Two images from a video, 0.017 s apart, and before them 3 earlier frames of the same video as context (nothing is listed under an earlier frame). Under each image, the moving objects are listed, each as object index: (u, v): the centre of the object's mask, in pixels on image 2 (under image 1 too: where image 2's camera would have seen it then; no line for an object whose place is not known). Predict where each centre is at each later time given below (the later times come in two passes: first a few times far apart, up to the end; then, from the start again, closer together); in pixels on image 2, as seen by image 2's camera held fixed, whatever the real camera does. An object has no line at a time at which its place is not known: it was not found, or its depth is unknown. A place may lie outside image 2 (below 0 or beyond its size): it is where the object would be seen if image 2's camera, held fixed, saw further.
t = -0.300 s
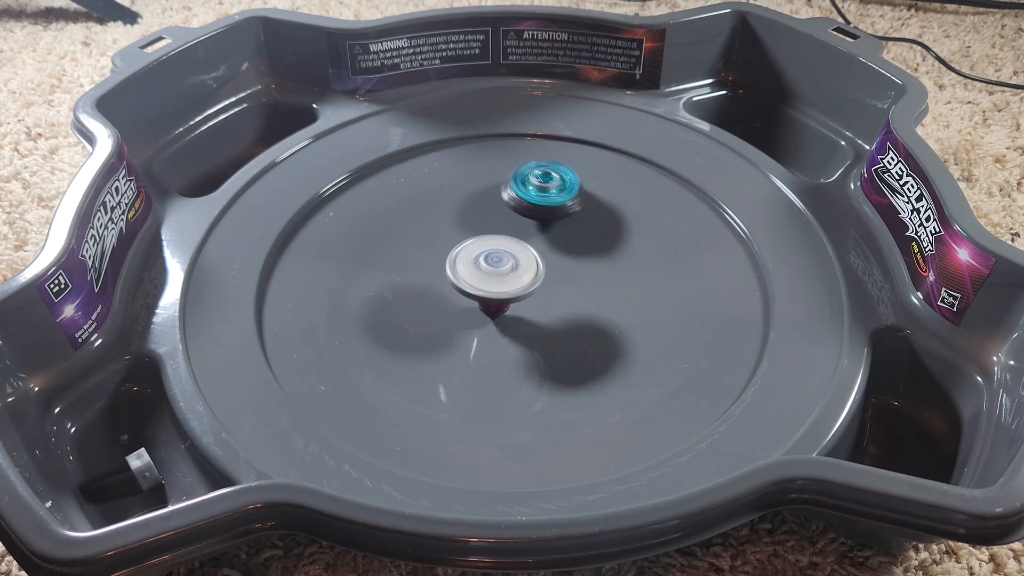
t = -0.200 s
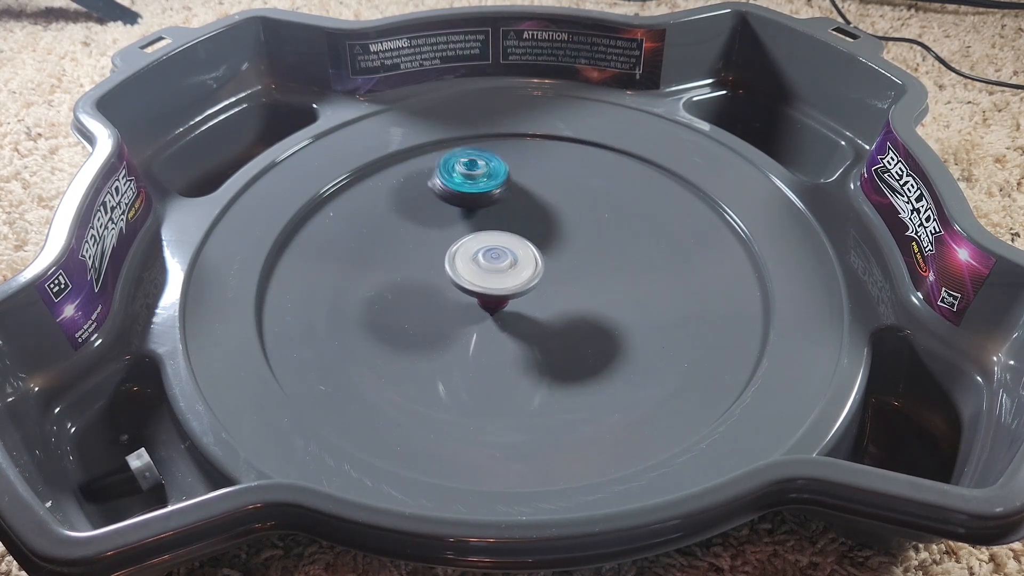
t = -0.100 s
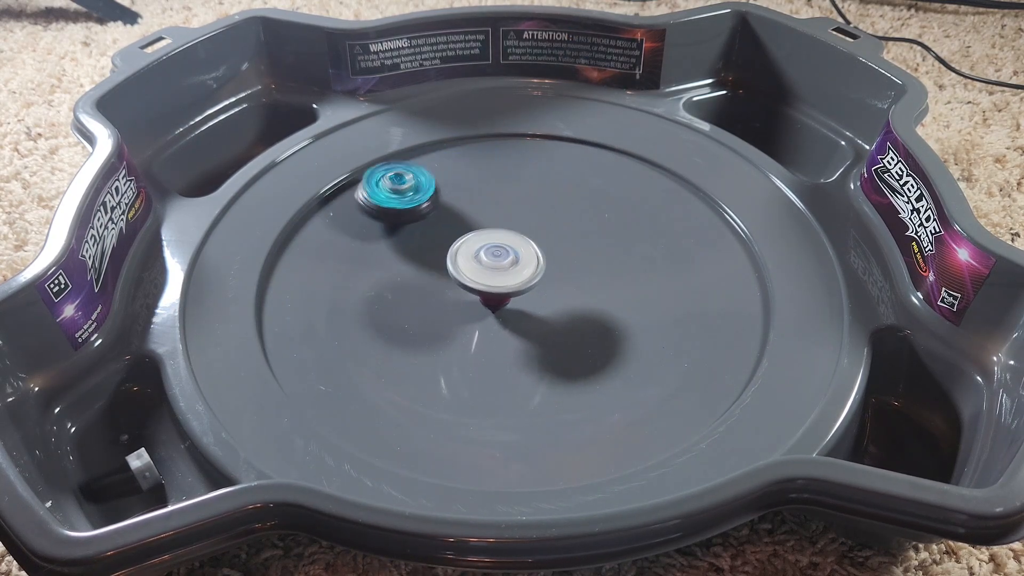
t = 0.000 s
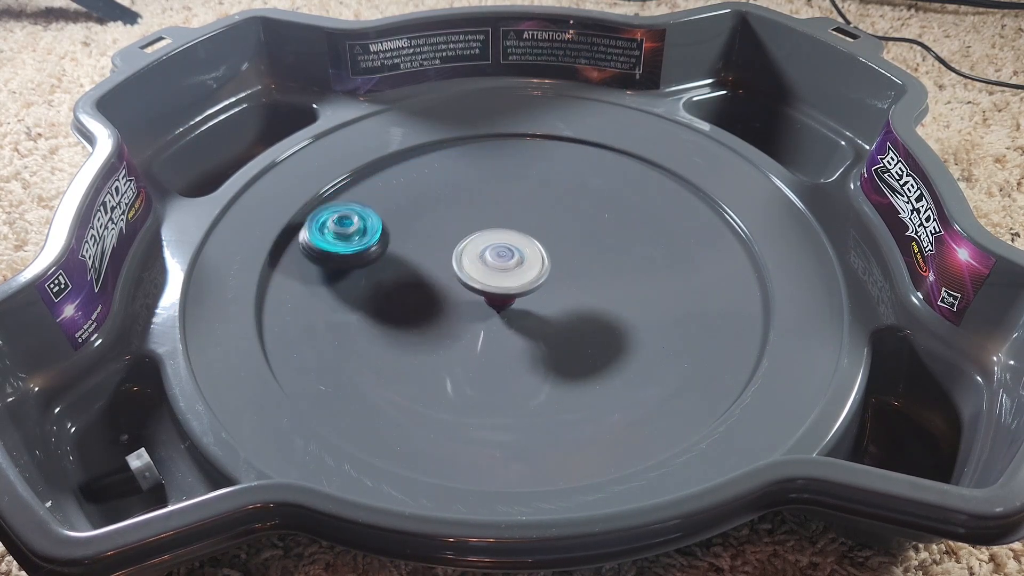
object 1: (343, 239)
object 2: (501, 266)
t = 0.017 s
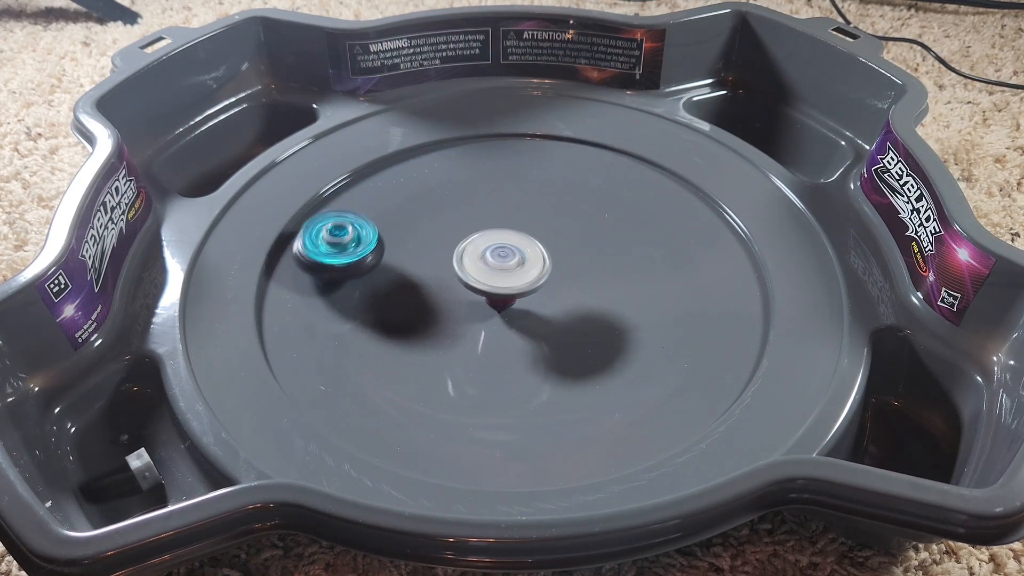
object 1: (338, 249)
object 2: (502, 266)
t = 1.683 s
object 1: (681, 315)
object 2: (485, 287)
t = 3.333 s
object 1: (350, 241)
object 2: (515, 286)
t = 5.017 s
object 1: (670, 328)
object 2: (518, 254)
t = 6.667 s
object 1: (362, 248)
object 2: (487, 283)
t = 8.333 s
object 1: (656, 329)
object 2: (504, 298)
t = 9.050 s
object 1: (369, 336)
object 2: (471, 271)
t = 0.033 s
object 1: (334, 259)
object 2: (502, 266)
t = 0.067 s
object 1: (330, 281)
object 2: (504, 267)
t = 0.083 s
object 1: (331, 292)
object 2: (505, 267)
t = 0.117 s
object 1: (338, 314)
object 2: (508, 267)
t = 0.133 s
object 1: (343, 325)
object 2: (509, 267)
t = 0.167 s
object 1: (361, 347)
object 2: (510, 267)
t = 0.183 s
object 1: (371, 356)
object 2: (511, 267)
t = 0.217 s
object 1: (397, 372)
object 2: (514, 266)
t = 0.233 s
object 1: (412, 380)
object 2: (514, 265)
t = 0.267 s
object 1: (445, 390)
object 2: (516, 264)
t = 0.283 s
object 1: (462, 394)
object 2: (517, 264)
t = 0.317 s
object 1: (497, 396)
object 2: (518, 263)
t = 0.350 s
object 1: (531, 394)
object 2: (519, 262)
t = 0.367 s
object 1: (548, 392)
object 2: (519, 262)
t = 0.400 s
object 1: (578, 383)
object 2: (519, 261)
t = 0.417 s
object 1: (593, 375)
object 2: (519, 261)
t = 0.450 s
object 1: (618, 362)
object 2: (519, 261)
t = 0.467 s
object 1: (628, 354)
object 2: (519, 261)
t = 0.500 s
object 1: (647, 337)
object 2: (518, 261)
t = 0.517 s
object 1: (654, 327)
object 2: (517, 262)
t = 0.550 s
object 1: (664, 307)
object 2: (516, 263)
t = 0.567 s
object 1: (667, 298)
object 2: (515, 263)
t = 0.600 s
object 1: (669, 278)
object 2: (514, 265)
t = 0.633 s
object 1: (666, 258)
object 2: (513, 267)
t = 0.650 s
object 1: (663, 249)
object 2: (513, 268)
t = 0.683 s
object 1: (652, 232)
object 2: (512, 270)
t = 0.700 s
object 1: (645, 224)
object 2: (512, 271)
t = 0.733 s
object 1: (629, 210)
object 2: (513, 273)
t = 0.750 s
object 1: (620, 204)
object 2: (513, 274)
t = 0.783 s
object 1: (598, 194)
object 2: (514, 276)
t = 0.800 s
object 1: (586, 189)
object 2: (514, 277)
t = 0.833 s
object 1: (562, 183)
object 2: (515, 280)
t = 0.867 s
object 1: (535, 180)
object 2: (517, 282)
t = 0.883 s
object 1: (522, 181)
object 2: (517, 283)
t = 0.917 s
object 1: (496, 183)
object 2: (519, 285)
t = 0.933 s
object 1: (483, 186)
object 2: (519, 286)
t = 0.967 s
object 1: (458, 194)
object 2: (521, 287)
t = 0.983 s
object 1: (446, 198)
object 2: (521, 288)
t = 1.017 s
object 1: (424, 211)
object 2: (521, 289)
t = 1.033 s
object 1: (413, 218)
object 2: (521, 290)
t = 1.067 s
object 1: (395, 234)
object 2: (522, 290)
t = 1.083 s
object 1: (388, 243)
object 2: (521, 290)
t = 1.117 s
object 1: (376, 261)
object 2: (521, 291)
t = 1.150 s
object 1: (369, 282)
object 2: (520, 291)
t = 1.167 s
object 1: (367, 292)
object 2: (519, 291)
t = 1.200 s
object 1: (368, 312)
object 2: (517, 290)
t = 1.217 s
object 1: (371, 322)
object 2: (516, 290)
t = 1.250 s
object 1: (379, 343)
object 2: (515, 289)
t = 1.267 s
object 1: (385, 353)
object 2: (514, 289)
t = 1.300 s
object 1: (400, 371)
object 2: (512, 288)
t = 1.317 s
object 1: (411, 380)
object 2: (511, 288)
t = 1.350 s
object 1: (436, 395)
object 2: (509, 288)
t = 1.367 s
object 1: (451, 401)
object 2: (508, 287)
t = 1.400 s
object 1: (481, 410)
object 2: (505, 287)
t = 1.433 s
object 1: (513, 414)
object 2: (503, 287)
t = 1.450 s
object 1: (531, 414)
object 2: (502, 287)
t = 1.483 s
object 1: (564, 409)
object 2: (499, 287)
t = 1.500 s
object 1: (579, 405)
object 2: (498, 287)
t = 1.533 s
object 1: (609, 397)
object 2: (496, 288)
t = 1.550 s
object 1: (623, 390)
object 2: (494, 288)
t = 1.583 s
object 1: (647, 374)
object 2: (492, 288)
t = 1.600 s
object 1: (658, 365)
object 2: (490, 288)
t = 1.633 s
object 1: (672, 346)
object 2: (488, 288)
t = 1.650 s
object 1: (676, 336)
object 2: (487, 288)
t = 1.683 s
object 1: (681, 315)
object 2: (485, 287)
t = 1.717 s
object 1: (680, 295)
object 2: (484, 287)
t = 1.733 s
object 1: (677, 284)
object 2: (483, 287)
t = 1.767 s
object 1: (667, 266)
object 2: (483, 286)
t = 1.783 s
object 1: (660, 258)
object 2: (482, 285)
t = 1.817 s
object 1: (643, 242)
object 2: (482, 284)
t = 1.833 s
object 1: (632, 236)
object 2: (482, 284)
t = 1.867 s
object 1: (609, 225)
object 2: (483, 282)
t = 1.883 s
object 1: (597, 220)
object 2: (483, 281)
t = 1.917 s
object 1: (573, 214)
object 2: (484, 280)
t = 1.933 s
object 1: (559, 211)
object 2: (485, 280)
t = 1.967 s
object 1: (532, 209)
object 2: (485, 278)
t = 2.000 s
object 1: (505, 208)
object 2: (486, 277)
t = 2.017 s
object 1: (493, 209)
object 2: (487, 276)
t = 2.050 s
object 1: (467, 212)
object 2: (488, 274)
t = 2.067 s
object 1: (453, 215)
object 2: (488, 273)
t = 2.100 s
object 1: (429, 223)
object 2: (487, 272)
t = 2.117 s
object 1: (417, 230)
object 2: (488, 271)
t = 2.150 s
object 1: (397, 241)
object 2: (489, 269)
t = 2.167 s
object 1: (388, 247)
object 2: (489, 268)
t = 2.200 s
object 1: (371, 261)
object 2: (489, 267)
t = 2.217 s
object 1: (363, 267)
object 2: (490, 266)
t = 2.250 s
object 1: (352, 285)
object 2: (490, 265)
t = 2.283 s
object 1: (344, 303)
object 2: (491, 264)
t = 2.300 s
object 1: (343, 315)
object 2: (491, 263)
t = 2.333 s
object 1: (343, 335)
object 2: (492, 262)
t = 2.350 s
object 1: (346, 345)
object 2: (493, 262)
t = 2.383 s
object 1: (356, 365)
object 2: (494, 261)
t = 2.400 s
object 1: (363, 373)
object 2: (495, 261)
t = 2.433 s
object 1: (381, 391)
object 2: (497, 260)
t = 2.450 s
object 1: (394, 399)
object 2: (498, 260)
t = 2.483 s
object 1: (421, 413)
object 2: (500, 261)
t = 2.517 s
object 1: (454, 422)
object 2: (503, 262)
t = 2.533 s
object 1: (471, 426)
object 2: (504, 262)
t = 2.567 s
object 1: (506, 427)
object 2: (506, 263)
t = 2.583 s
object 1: (523, 424)
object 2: (508, 264)
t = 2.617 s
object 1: (556, 416)
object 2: (510, 264)
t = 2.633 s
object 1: (571, 410)
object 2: (511, 264)
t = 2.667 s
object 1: (598, 396)
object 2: (515, 264)
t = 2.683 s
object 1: (610, 388)
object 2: (517, 264)
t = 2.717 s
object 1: (628, 369)
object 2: (519, 264)
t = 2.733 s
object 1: (635, 359)
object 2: (520, 264)
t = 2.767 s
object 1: (643, 338)
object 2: (522, 263)
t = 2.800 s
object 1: (647, 317)
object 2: (523, 263)
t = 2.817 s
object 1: (646, 307)
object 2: (524, 262)
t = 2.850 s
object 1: (641, 287)
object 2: (525, 262)
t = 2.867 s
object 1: (637, 278)
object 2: (525, 262)
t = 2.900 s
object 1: (625, 261)
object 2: (526, 262)
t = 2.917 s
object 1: (619, 253)
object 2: (526, 262)
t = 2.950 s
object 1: (604, 237)
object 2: (526, 263)
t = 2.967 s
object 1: (596, 230)
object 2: (526, 263)
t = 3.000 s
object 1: (574, 218)
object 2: (525, 264)
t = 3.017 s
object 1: (563, 212)
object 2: (524, 265)
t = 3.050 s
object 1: (539, 205)
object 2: (523, 266)
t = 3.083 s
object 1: (515, 201)
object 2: (521, 267)
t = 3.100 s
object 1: (502, 200)
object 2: (521, 268)
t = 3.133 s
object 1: (478, 198)
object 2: (520, 270)
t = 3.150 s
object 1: (466, 197)
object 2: (519, 271)
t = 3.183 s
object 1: (441, 199)
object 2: (517, 274)
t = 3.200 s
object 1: (429, 201)
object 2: (517, 275)
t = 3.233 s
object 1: (407, 206)
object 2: (516, 277)
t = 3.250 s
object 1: (396, 211)
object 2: (515, 279)
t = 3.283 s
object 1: (375, 220)
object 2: (515, 282)
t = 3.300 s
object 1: (366, 226)
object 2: (515, 284)
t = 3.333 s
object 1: (350, 241)
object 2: (515, 286)
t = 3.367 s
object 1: (337, 257)
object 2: (515, 290)
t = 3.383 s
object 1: (332, 266)
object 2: (515, 291)
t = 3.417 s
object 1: (328, 286)
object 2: (515, 293)
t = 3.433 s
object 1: (327, 297)
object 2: (515, 294)
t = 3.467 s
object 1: (331, 318)
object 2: (516, 296)
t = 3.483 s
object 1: (335, 330)
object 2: (516, 297)
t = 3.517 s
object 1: (350, 350)
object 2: (517, 298)
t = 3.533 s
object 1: (358, 358)
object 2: (517, 299)
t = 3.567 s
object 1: (382, 376)
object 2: (518, 299)
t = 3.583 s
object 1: (397, 382)
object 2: (518, 299)
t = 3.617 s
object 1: (429, 393)
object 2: (518, 299)
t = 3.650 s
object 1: (464, 399)
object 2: (519, 298)
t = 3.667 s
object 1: (481, 398)
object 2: (518, 297)
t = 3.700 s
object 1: (516, 396)
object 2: (517, 297)
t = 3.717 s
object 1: (532, 393)
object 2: (517, 296)
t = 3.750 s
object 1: (562, 386)
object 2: (515, 294)
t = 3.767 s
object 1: (576, 379)
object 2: (514, 294)
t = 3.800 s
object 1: (599, 368)
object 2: (513, 292)
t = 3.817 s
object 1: (608, 359)
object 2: (512, 291)
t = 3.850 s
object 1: (627, 341)
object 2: (508, 290)
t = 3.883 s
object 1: (638, 321)
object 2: (505, 288)
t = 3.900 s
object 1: (642, 313)
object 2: (504, 287)
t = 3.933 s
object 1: (647, 293)
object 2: (500, 286)
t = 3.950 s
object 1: (647, 284)
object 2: (498, 285)
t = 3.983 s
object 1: (644, 265)
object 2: (495, 283)
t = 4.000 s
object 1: (641, 256)
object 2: (493, 282)
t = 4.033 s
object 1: (632, 239)
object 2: (489, 282)
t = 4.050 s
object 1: (626, 232)
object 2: (487, 281)
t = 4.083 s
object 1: (612, 217)
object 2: (483, 280)
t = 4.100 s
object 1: (604, 212)
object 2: (481, 279)
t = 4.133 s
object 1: (584, 200)
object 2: (478, 279)
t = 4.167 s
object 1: (563, 192)
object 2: (475, 278)
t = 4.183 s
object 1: (552, 188)
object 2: (473, 278)
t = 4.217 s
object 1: (529, 184)
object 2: (471, 277)
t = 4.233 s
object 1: (517, 183)
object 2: (470, 277)
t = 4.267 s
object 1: (493, 183)
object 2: (469, 277)
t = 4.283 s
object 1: (480, 185)
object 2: (469, 277)
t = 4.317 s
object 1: (456, 190)
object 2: (469, 277)
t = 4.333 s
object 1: (444, 193)
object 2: (469, 277)
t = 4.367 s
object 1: (423, 203)
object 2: (469, 277)
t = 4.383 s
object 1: (412, 209)
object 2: (470, 277)
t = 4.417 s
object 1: (394, 224)
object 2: (471, 276)
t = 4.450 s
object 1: (379, 240)
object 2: (473, 276)
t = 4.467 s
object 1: (373, 249)
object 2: (474, 276)
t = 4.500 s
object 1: (366, 268)
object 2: (477, 275)
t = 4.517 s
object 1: (364, 280)
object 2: (478, 275)
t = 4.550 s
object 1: (364, 301)
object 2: (481, 274)
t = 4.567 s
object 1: (365, 310)
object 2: (482, 273)
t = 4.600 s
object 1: (373, 330)
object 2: (485, 272)
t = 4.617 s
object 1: (379, 340)
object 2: (487, 271)
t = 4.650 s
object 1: (395, 357)
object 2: (490, 270)
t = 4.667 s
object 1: (405, 366)
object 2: (492, 269)
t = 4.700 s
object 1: (428, 381)
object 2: (496, 268)
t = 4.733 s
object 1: (456, 391)
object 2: (499, 267)
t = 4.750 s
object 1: (472, 396)
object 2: (501, 266)
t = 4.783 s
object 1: (503, 400)
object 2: (505, 266)
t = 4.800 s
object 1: (518, 402)
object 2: (507, 265)
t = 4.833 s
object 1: (550, 399)
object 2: (510, 264)
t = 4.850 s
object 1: (565, 397)
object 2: (511, 263)
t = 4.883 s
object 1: (593, 390)
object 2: (514, 261)
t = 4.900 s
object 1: (606, 385)
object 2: (515, 260)
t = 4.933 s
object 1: (631, 370)
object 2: (517, 258)
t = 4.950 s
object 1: (641, 362)
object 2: (518, 257)
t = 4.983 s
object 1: (658, 345)
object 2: (518, 256)
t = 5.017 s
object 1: (670, 328)
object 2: (518, 254)
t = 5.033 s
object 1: (674, 318)
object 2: (518, 253)
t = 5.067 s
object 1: (676, 299)
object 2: (518, 253)
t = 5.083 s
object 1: (675, 289)
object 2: (518, 253)
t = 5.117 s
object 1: (670, 271)
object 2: (517, 253)
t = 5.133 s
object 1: (664, 262)
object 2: (516, 253)
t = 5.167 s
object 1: (652, 246)
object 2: (515, 254)
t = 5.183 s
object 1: (644, 238)
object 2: (515, 255)
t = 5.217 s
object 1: (625, 225)
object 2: (514, 257)
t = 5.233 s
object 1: (614, 220)
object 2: (514, 258)
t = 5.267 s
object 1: (591, 211)
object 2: (513, 260)
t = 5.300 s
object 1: (567, 206)
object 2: (512, 263)
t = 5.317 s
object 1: (554, 204)
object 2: (512, 264)
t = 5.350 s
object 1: (529, 203)
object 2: (512, 267)
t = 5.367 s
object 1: (516, 203)
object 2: (513, 269)
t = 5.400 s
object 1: (490, 206)
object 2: (515, 272)
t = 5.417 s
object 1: (477, 210)
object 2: (515, 274)
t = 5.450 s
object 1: (452, 217)
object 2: (517, 277)
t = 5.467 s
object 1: (441, 221)
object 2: (519, 278)
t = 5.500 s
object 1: (419, 232)
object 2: (521, 281)
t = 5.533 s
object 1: (401, 245)
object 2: (524, 284)
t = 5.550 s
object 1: (392, 253)
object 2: (526, 285)
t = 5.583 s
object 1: (377, 270)
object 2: (528, 286)
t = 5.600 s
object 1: (371, 278)
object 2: (529, 287)
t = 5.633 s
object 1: (363, 296)
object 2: (531, 288)
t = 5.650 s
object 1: (360, 305)
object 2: (532, 289)
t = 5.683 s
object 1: (359, 324)
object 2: (533, 289)
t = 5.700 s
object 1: (360, 335)
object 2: (534, 289)
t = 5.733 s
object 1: (367, 353)
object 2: (534, 289)
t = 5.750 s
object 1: (372, 363)
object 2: (534, 290)
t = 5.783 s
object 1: (388, 380)
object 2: (534, 289)
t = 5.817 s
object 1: (410, 395)
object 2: (533, 289)
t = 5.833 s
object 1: (422, 400)
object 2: (533, 289)
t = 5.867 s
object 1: (451, 409)
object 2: (531, 288)
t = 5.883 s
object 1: (468, 414)
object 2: (529, 288)
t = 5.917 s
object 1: (502, 416)
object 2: (527, 287)
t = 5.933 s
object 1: (518, 415)
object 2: (525, 287)
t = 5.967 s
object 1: (551, 411)
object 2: (521, 287)
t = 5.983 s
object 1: (567, 405)
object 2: (519, 287)
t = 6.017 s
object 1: (594, 396)
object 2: (515, 286)
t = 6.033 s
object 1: (607, 390)
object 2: (512, 286)
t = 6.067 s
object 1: (627, 371)
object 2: (508, 287)
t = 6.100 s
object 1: (642, 352)
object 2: (503, 287)
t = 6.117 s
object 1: (645, 342)
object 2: (501, 288)
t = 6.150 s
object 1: (650, 322)
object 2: (497, 288)
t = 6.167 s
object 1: (650, 311)
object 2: (495, 288)
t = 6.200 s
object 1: (645, 293)
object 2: (491, 289)
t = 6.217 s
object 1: (641, 283)
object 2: (489, 290)
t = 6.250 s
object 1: (630, 266)
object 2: (486, 290)
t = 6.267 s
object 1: (622, 258)
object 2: (484, 291)
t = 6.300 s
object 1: (605, 244)
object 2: (482, 291)
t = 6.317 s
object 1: (595, 237)
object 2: (481, 292)
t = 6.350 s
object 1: (575, 226)
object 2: (480, 293)
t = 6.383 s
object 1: (553, 218)
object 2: (479, 293)
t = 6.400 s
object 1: (541, 215)
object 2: (479, 293)
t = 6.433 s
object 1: (516, 210)
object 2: (480, 293)
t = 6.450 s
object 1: (504, 209)
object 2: (480, 293)
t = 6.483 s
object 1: (479, 208)
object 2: (481, 293)
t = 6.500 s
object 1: (467, 208)
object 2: (482, 292)
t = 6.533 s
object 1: (443, 211)
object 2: (482, 291)
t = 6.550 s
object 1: (431, 214)
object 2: (483, 291)
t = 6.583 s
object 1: (408, 220)
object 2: (484, 289)
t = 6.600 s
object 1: (397, 224)
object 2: (485, 288)
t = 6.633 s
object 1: (378, 234)
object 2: (486, 286)
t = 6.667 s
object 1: (362, 248)
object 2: (487, 283)
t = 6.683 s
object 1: (354, 255)
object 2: (488, 281)
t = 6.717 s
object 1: (343, 272)
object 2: (489, 278)
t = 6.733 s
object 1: (340, 281)
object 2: (489, 277)
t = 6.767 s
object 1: (337, 300)
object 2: (490, 274)
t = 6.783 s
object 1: (337, 311)
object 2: (490, 272)
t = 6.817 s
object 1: (342, 332)
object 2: (490, 270)
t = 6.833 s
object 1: (347, 341)
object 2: (491, 268)
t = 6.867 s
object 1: (363, 359)
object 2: (491, 266)
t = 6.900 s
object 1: (385, 376)
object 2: (491, 264)
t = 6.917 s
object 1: (398, 384)
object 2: (491, 262)
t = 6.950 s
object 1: (427, 394)
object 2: (491, 260)
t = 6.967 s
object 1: (445, 399)
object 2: (491, 260)
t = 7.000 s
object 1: (479, 401)
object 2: (492, 258)
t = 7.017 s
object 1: (495, 400)
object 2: (491, 257)
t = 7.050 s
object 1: (527, 398)
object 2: (492, 256)
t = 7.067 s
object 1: (542, 392)
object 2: (492, 256)
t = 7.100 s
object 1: (570, 381)
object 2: (493, 255)
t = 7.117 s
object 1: (582, 375)
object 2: (493, 255)
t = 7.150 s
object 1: (603, 361)
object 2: (494, 254)
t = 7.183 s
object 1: (618, 343)
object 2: (494, 255)
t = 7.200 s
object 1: (624, 334)
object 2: (495, 255)
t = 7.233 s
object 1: (633, 315)
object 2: (495, 255)
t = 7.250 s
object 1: (635, 306)
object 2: (496, 255)
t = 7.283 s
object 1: (635, 287)
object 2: (497, 256)
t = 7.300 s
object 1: (634, 277)
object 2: (498, 257)
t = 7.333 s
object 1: (628, 260)
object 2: (499, 258)
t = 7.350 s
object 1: (624, 252)
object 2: (501, 259)
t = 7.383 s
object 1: (611, 236)
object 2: (503, 262)
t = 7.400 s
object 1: (604, 229)
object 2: (505, 263)
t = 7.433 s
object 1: (588, 217)
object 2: (507, 265)
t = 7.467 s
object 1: (569, 206)
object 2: (511, 267)
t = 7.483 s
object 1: (559, 202)
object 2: (513, 267)
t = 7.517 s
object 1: (538, 196)
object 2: (517, 269)
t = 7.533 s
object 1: (526, 193)
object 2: (520, 270)
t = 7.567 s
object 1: (503, 190)
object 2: (523, 270)
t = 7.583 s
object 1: (490, 190)
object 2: (525, 270)
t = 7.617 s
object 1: (467, 192)
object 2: (528, 270)
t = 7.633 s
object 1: (455, 194)
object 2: (530, 270)
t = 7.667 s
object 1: (432, 200)
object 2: (532, 270)
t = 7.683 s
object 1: (422, 204)
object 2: (533, 270)
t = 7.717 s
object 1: (402, 215)
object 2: (534, 269)
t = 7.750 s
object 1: (385, 229)
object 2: (535, 270)
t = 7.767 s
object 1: (377, 237)
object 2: (535, 269)
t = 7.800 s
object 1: (366, 255)
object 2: (535, 270)
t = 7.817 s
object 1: (361, 264)
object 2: (535, 270)
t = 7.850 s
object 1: (357, 284)
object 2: (534, 270)
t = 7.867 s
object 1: (357, 294)
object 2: (534, 270)
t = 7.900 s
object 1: (361, 314)
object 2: (532, 271)
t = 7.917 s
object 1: (365, 324)
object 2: (531, 272)
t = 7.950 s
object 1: (376, 343)
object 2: (529, 272)
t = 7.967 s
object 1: (384, 351)
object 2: (528, 273)
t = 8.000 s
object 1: (404, 368)
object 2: (525, 274)
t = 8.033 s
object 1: (429, 380)
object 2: (523, 276)
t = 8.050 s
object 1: (442, 385)
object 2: (521, 277)
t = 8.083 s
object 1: (472, 393)
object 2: (519, 279)
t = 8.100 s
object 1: (487, 395)
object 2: (518, 280)
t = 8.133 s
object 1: (518, 396)
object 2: (515, 282)
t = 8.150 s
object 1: (535, 396)
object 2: (514, 284)
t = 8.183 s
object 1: (564, 390)
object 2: (511, 286)
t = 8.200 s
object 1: (578, 387)
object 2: (510, 288)
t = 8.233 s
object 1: (602, 377)
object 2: (508, 290)
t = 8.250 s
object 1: (614, 370)
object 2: (506, 292)
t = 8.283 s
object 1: (635, 354)
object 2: (505, 295)
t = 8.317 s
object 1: (650, 338)
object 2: (504, 297)
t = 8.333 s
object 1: (656, 329)
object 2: (504, 298)
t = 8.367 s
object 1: (663, 311)
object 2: (503, 299)
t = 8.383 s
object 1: (665, 302)
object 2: (503, 300)
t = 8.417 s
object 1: (665, 284)
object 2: (504, 301)
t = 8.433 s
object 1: (663, 275)
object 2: (504, 301)
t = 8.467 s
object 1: (656, 257)
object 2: (505, 301)
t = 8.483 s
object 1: (651, 250)
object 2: (505, 301)
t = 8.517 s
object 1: (636, 235)
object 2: (506, 301)
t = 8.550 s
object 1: (619, 222)
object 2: (507, 299)
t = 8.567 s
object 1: (610, 218)
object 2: (507, 299)
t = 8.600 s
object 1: (587, 208)
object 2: (507, 297)
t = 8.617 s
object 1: (576, 206)
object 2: (507, 296)
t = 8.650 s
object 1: (552, 201)
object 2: (505, 294)
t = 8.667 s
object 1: (540, 201)
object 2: (505, 293)
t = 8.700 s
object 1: (515, 200)
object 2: (503, 290)
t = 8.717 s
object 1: (502, 201)
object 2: (502, 289)
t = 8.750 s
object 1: (478, 205)
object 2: (500, 286)
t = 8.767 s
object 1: (466, 209)
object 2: (498, 285)
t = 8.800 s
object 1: (444, 217)
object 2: (495, 283)
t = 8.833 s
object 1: (423, 228)
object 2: (491, 281)
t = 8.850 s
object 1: (413, 234)
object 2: (489, 280)
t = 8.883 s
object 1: (396, 248)
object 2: (486, 277)
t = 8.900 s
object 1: (389, 255)
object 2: (484, 276)
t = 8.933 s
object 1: (378, 271)
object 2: (481, 275)
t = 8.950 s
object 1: (373, 280)
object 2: (479, 274)
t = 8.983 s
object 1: (368, 300)
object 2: (476, 273)
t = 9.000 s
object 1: (367, 309)
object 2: (475, 272)
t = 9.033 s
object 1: (368, 327)
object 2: (472, 271)
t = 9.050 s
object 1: (369, 336)
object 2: (471, 271)
